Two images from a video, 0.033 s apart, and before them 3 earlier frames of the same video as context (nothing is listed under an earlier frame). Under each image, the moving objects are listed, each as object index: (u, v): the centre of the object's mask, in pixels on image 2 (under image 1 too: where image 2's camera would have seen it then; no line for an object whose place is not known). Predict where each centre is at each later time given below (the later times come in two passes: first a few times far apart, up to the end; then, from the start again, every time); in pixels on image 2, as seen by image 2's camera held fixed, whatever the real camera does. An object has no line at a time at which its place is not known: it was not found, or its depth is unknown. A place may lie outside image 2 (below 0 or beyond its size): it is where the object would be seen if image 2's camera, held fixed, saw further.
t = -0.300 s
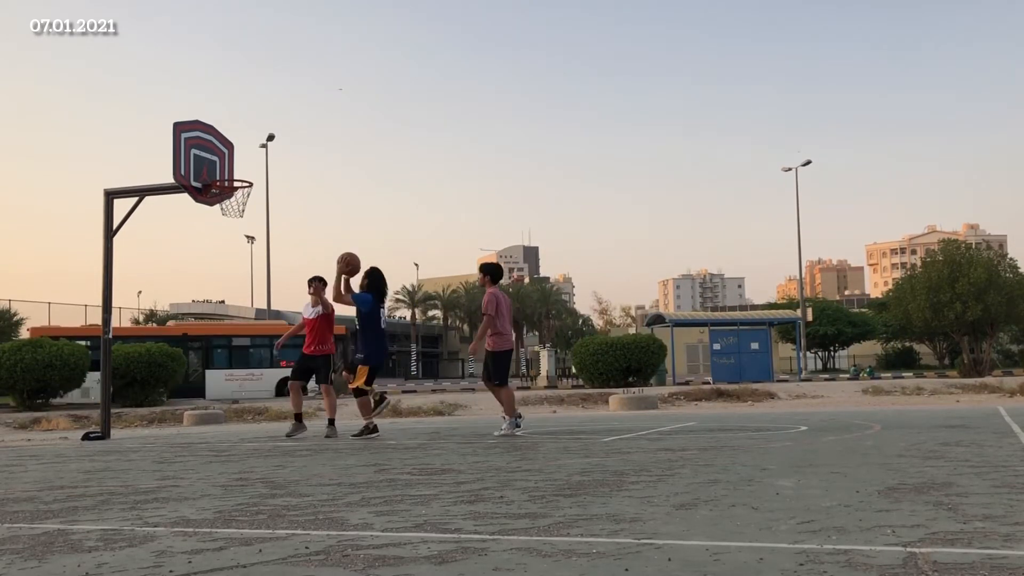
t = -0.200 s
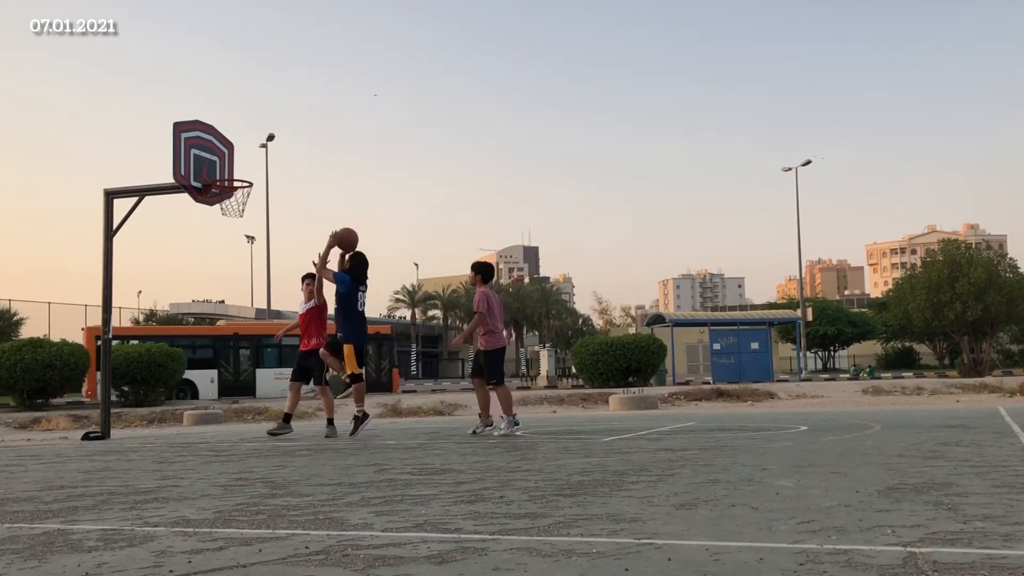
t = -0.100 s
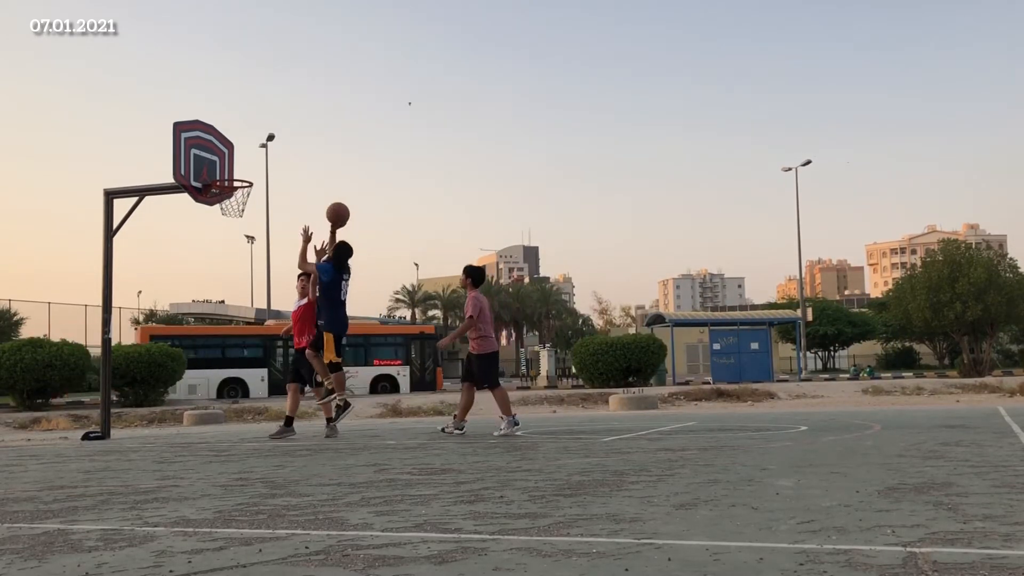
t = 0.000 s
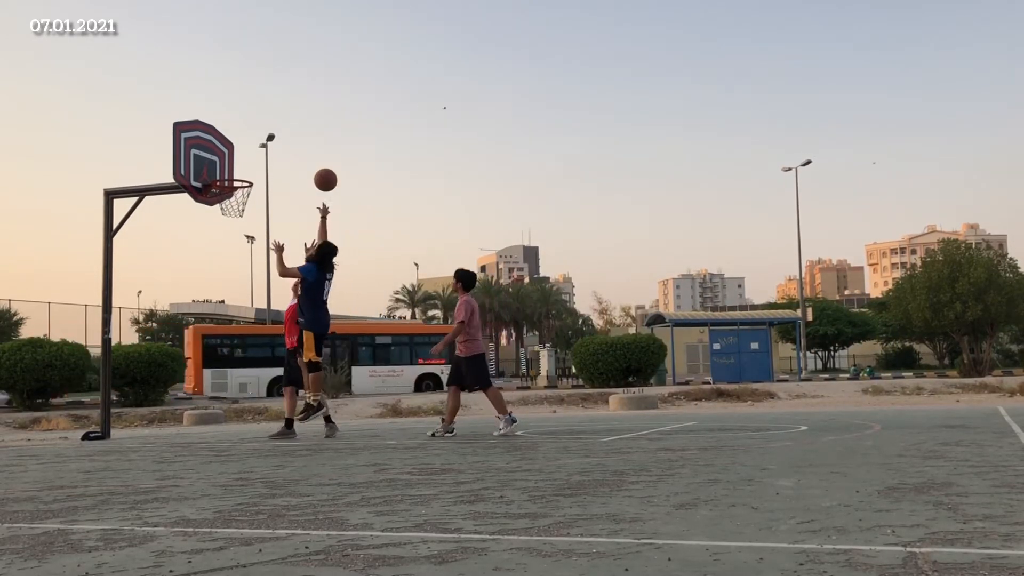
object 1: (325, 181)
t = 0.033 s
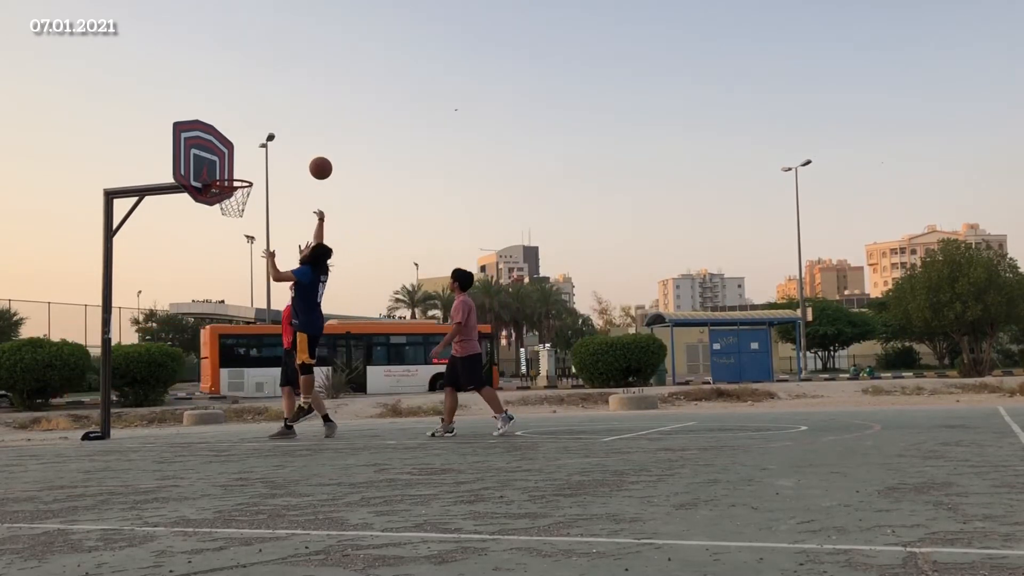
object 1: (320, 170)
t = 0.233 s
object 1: (293, 123)
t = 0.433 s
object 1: (269, 115)
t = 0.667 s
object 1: (244, 148)
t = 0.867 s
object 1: (227, 180)
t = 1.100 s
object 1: (249, 161)
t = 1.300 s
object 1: (271, 177)
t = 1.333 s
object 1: (275, 183)
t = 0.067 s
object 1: (316, 158)
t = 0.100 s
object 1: (311, 149)
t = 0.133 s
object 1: (307, 141)
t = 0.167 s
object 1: (302, 134)
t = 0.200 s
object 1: (298, 128)
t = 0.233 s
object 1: (293, 123)
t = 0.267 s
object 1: (289, 119)
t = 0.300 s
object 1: (285, 117)
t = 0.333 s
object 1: (281, 115)
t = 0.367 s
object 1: (277, 114)
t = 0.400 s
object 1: (273, 114)
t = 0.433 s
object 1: (269, 115)
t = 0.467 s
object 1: (265, 117)
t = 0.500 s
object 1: (262, 120)
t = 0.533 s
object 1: (258, 124)
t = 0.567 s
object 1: (254, 129)
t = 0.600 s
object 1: (251, 134)
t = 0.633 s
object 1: (247, 141)
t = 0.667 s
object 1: (244, 148)
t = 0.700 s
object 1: (241, 156)
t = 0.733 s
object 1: (238, 165)
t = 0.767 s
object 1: (234, 172)
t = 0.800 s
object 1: (232, 173)
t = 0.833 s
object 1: (230, 176)
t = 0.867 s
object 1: (227, 180)
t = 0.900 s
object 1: (228, 177)
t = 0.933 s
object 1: (231, 172)
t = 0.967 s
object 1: (235, 168)
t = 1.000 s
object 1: (239, 165)
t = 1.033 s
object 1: (242, 163)
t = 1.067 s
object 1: (245, 161)
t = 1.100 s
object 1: (249, 161)
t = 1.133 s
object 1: (252, 161)
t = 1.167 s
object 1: (256, 163)
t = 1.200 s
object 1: (260, 165)
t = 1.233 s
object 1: (263, 168)
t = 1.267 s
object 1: (267, 172)
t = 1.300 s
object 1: (271, 177)
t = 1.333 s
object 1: (275, 183)
